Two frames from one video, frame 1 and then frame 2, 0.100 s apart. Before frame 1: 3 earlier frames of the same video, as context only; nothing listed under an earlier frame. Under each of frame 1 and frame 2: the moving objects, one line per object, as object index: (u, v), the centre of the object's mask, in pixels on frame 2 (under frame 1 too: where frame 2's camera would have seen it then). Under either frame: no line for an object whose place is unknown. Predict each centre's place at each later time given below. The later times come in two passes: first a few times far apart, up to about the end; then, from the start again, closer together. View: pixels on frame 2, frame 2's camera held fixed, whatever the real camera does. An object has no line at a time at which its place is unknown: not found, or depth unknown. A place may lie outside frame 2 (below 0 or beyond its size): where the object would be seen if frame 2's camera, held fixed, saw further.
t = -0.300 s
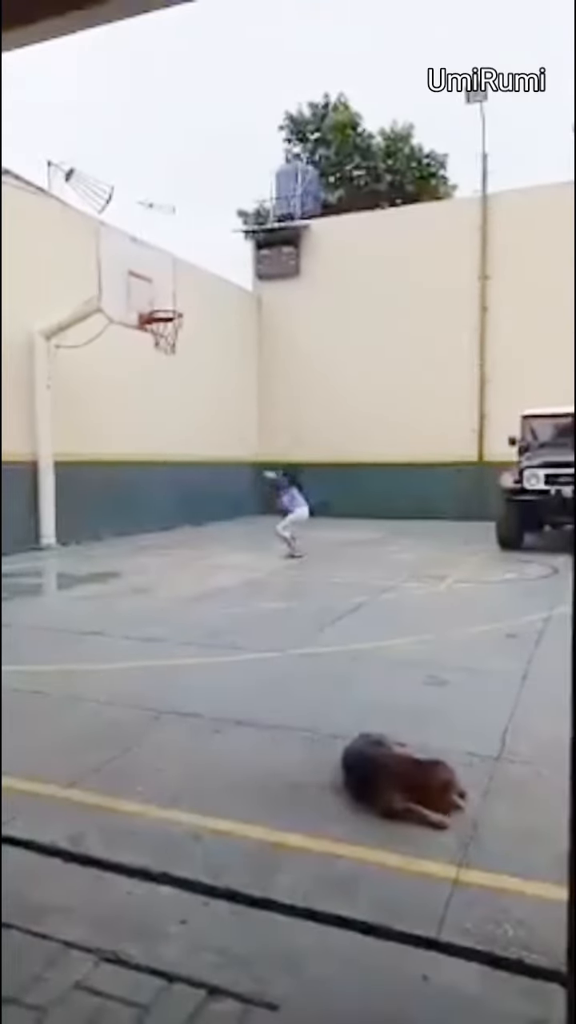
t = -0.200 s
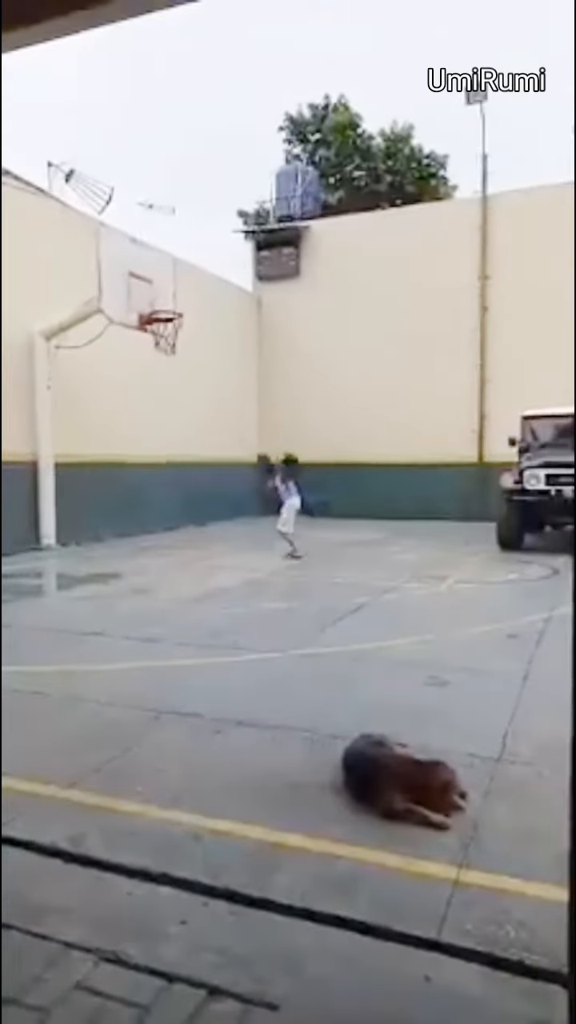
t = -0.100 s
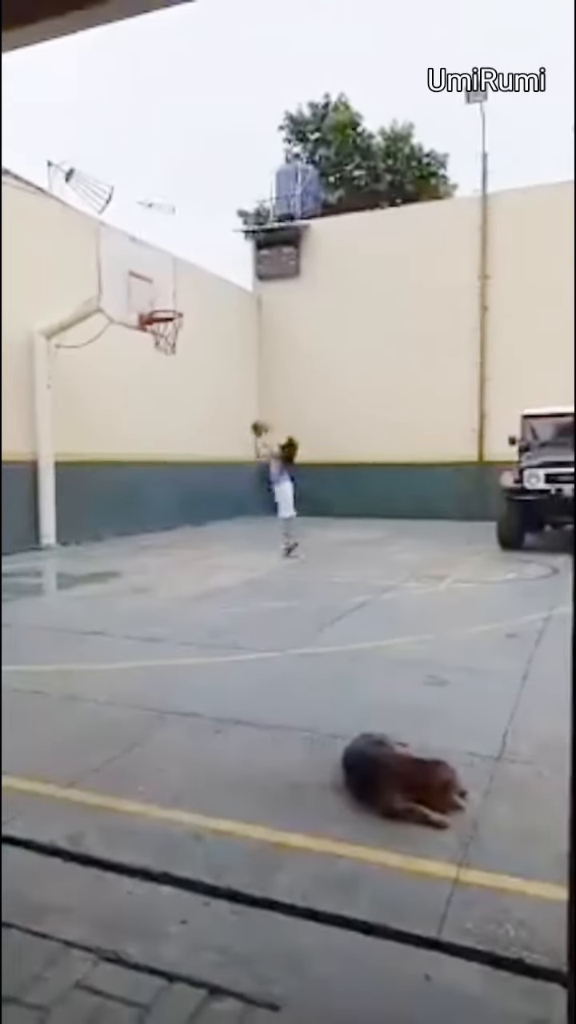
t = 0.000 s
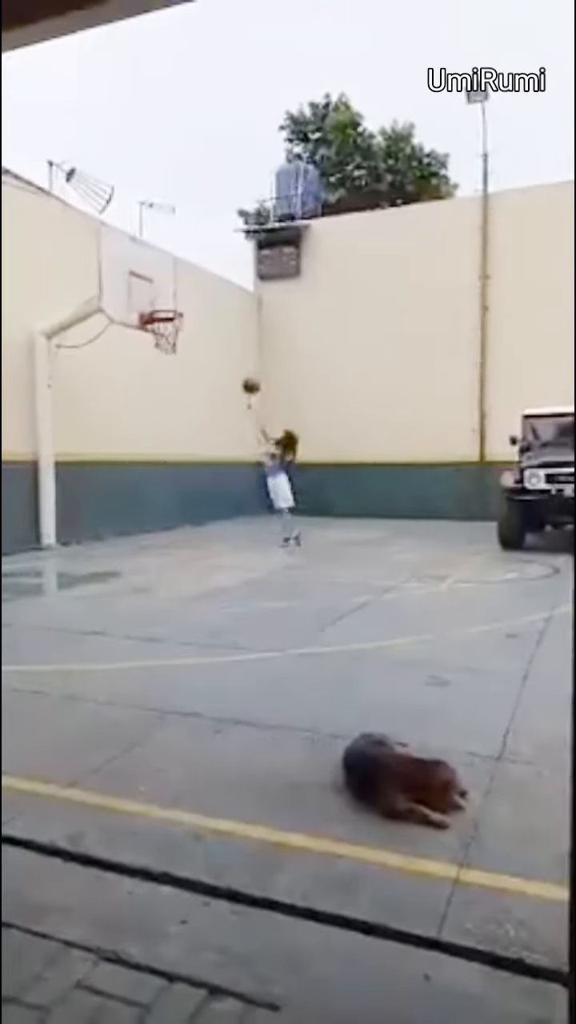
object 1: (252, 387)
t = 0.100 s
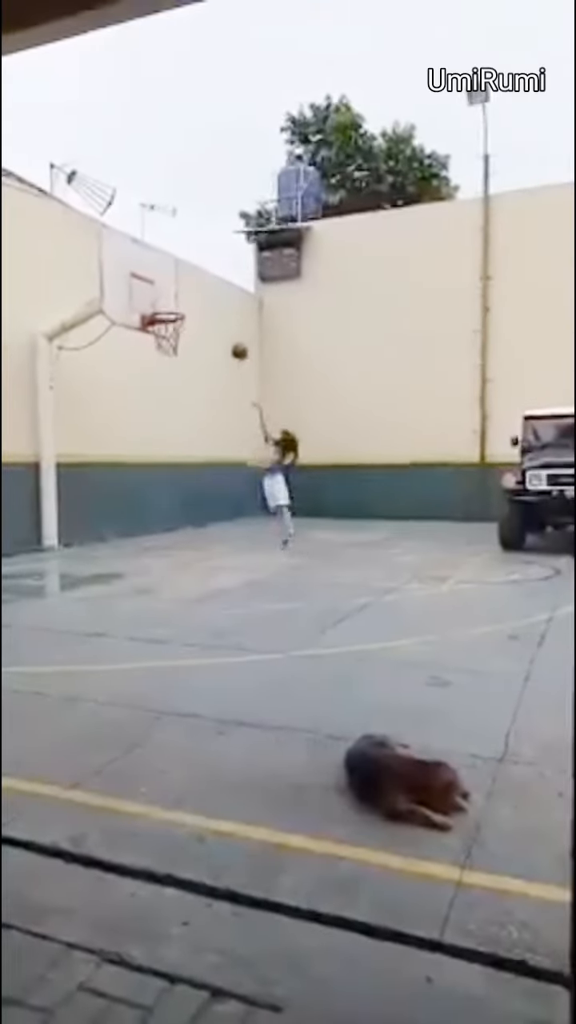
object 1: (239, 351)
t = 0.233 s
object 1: (224, 315)
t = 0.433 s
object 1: (202, 287)
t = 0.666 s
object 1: (177, 293)
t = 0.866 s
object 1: (159, 318)
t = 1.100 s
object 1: (167, 355)
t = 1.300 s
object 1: (174, 408)
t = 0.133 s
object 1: (236, 341)
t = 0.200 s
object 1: (228, 323)
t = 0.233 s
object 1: (224, 315)
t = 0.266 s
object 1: (220, 308)
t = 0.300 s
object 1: (216, 302)
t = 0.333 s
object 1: (213, 298)
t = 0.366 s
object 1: (209, 293)
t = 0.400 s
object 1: (205, 289)
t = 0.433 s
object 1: (202, 287)
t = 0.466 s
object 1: (198, 286)
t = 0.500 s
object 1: (195, 285)
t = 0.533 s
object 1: (191, 284)
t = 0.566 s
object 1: (187, 286)
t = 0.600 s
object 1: (184, 287)
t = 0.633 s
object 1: (180, 290)
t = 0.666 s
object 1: (177, 293)
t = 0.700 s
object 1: (174, 297)
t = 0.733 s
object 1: (170, 302)
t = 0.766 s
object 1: (167, 306)
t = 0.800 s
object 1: (165, 309)
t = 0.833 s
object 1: (160, 316)
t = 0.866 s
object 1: (159, 318)
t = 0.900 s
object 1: (158, 325)
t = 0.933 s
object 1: (158, 328)
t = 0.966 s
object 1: (159, 335)
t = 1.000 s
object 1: (161, 340)
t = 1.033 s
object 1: (163, 344)
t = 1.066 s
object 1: (164, 349)
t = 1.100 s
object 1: (167, 355)
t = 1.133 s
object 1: (166, 362)
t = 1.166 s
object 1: (168, 369)
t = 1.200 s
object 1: (169, 378)
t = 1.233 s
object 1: (171, 386)
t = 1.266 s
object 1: (173, 396)
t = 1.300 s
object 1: (174, 408)
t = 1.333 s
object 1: (175, 419)
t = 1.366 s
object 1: (177, 431)
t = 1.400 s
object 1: (178, 444)
